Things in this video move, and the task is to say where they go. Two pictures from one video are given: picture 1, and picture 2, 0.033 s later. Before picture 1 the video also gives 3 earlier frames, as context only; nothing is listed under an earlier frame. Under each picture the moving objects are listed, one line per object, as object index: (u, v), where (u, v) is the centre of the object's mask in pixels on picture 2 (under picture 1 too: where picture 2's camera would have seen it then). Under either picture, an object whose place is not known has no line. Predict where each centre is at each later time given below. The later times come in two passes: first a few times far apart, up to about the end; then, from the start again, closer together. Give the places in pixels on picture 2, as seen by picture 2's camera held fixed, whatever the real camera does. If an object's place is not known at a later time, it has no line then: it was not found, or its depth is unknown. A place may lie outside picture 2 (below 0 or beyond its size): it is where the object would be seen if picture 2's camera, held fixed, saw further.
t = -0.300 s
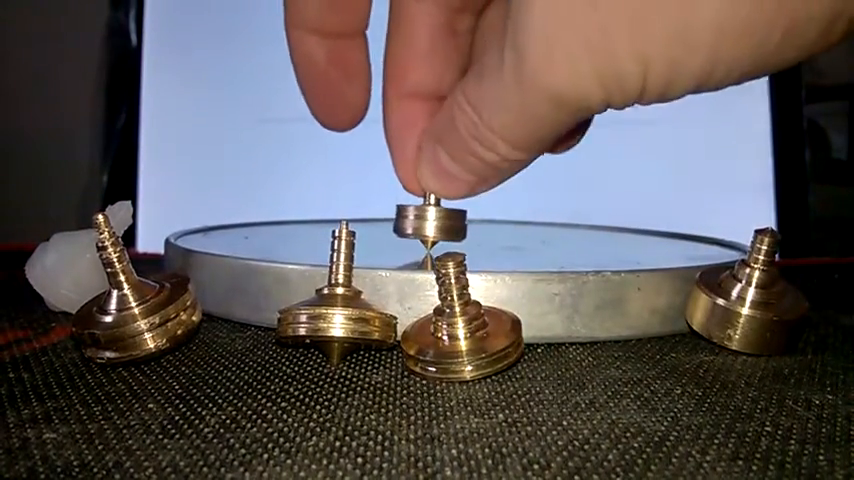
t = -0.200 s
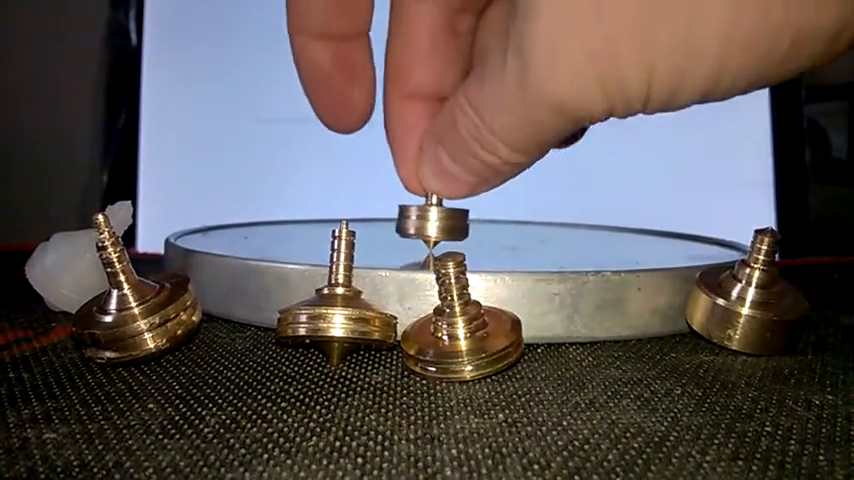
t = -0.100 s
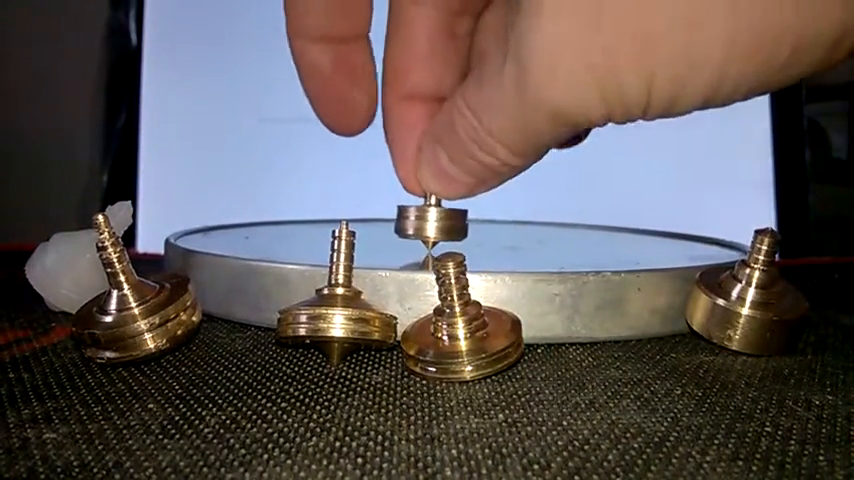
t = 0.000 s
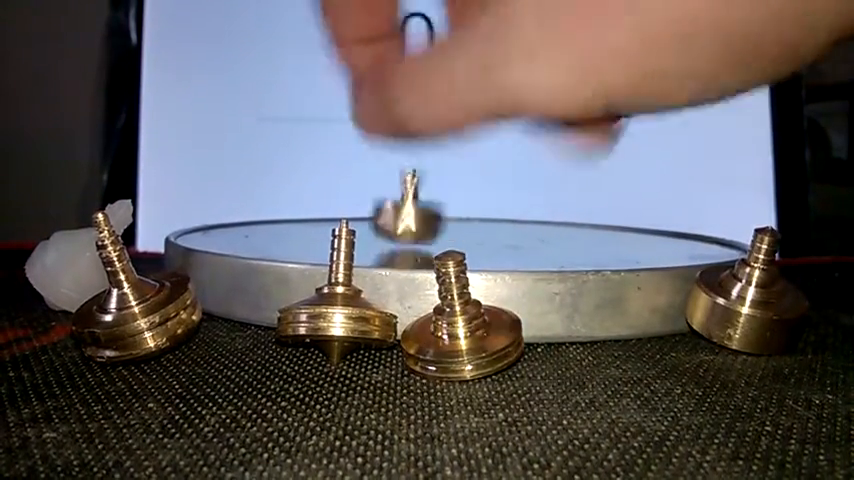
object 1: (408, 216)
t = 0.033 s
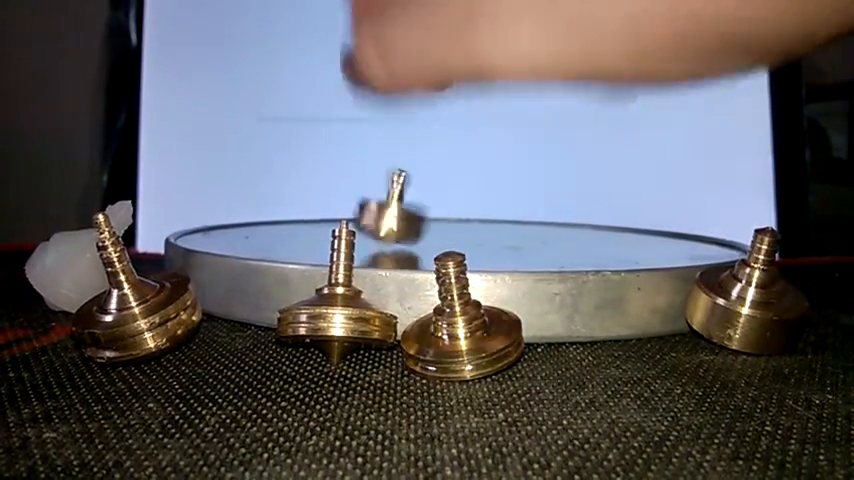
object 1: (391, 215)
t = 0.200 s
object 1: (338, 210)
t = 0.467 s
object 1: (338, 209)
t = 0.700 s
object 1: (339, 210)
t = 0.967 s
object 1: (338, 208)
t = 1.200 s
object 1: (338, 210)
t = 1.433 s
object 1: (337, 209)
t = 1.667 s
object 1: (339, 211)
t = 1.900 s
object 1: (337, 209)
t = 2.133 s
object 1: (339, 210)
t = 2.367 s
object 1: (337, 209)
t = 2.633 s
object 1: (339, 211)
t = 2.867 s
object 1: (338, 209)
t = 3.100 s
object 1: (338, 211)
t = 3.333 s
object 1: (339, 209)
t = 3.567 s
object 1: (338, 211)
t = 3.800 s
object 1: (339, 209)
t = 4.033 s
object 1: (338, 211)
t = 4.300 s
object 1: (341, 209)
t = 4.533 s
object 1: (337, 211)
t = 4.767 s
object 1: (341, 210)
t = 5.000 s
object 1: (338, 211)
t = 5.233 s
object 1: (341, 210)
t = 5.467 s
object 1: (338, 211)
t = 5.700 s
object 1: (341, 210)
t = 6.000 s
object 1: (336, 211)
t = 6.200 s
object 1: (342, 210)
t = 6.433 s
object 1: (337, 211)
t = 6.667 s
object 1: (342, 210)
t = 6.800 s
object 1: (341, 212)
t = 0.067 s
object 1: (378, 212)
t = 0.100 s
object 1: (364, 212)
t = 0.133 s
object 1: (351, 210)
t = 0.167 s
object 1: (342, 210)
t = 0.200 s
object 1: (338, 210)
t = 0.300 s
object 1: (336, 210)
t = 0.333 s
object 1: (336, 210)
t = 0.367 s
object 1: (336, 210)
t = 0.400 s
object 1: (336, 209)
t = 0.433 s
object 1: (336, 209)
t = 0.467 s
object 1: (338, 209)
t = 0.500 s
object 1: (339, 208)
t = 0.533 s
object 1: (340, 209)
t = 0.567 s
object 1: (340, 209)
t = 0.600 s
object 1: (340, 210)
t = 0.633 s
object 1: (340, 210)
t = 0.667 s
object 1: (340, 210)
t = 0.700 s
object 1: (339, 210)
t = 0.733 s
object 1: (338, 210)
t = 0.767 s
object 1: (337, 210)
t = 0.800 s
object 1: (336, 210)
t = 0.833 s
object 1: (335, 210)
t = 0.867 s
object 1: (335, 209)
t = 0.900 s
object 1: (336, 209)
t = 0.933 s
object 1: (336, 208)
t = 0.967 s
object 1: (338, 208)
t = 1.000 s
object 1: (339, 208)
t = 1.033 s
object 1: (339, 209)
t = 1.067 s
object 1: (341, 209)
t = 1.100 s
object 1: (340, 210)
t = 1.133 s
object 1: (339, 210)
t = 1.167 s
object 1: (339, 210)
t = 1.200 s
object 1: (338, 210)
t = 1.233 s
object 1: (337, 210)
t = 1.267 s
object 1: (336, 210)
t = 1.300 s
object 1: (335, 210)
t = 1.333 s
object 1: (335, 210)
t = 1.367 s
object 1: (336, 209)
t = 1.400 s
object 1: (336, 209)
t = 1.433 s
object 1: (337, 209)
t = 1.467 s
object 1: (339, 209)
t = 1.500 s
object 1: (340, 209)
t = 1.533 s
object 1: (340, 209)
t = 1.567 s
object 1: (340, 210)
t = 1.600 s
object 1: (340, 210)
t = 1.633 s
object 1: (340, 210)
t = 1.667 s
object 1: (339, 211)
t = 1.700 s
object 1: (338, 211)
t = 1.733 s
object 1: (336, 211)
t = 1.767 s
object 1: (336, 211)
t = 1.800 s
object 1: (335, 210)
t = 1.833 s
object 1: (335, 209)
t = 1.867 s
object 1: (336, 209)
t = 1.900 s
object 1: (337, 209)
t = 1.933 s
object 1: (339, 209)
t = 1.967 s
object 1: (339, 209)
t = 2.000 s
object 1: (340, 209)
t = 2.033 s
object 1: (341, 210)
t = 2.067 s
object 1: (341, 210)
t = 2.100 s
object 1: (340, 210)
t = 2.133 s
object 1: (339, 210)
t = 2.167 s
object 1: (338, 211)
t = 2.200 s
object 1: (337, 211)
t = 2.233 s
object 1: (336, 210)
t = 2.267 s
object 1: (335, 210)
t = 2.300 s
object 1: (335, 210)
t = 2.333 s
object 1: (336, 209)
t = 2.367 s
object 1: (337, 209)
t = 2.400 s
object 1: (338, 209)
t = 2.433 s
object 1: (339, 209)
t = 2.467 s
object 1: (340, 209)
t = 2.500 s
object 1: (341, 210)
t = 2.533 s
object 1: (341, 210)
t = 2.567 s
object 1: (340, 210)
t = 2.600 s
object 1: (340, 210)
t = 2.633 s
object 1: (339, 211)
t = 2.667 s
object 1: (338, 211)
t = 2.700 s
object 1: (337, 211)
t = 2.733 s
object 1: (336, 210)
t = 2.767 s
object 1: (335, 210)
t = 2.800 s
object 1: (336, 209)
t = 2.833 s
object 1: (337, 209)
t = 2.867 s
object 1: (338, 209)
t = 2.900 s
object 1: (339, 209)
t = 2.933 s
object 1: (340, 209)
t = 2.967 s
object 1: (341, 209)
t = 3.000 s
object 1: (341, 210)
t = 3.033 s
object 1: (340, 211)
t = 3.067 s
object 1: (339, 211)
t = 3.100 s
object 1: (338, 211)
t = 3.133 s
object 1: (337, 211)
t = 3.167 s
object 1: (336, 211)
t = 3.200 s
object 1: (336, 210)
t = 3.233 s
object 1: (336, 210)
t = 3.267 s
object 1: (337, 210)
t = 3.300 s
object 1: (338, 209)
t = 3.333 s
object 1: (339, 209)
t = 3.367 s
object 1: (341, 209)
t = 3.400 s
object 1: (341, 210)
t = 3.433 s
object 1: (341, 210)
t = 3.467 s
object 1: (341, 210)
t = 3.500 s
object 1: (340, 210)
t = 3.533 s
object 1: (339, 211)
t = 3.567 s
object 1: (338, 211)
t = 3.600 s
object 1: (337, 211)
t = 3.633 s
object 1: (336, 211)
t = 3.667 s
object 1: (336, 210)
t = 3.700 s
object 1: (336, 209)
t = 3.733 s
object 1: (337, 210)
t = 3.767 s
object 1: (338, 209)
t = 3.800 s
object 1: (339, 209)
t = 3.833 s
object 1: (340, 209)
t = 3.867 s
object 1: (341, 210)
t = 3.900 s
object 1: (342, 210)
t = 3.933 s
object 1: (341, 211)
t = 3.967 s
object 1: (341, 211)
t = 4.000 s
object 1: (340, 211)
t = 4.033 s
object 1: (338, 211)
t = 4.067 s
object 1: (337, 211)
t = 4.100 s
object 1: (336, 211)
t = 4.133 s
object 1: (336, 211)
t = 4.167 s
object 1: (336, 210)
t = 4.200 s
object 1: (337, 209)
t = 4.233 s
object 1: (338, 209)
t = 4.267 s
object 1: (339, 209)
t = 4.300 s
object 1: (341, 209)
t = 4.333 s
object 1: (342, 210)
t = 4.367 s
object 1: (342, 210)
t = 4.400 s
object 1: (342, 211)
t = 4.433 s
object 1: (341, 211)
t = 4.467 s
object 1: (340, 211)
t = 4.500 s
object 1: (339, 211)
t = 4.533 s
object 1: (337, 211)
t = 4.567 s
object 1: (336, 211)
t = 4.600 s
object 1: (336, 211)
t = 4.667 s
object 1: (337, 210)
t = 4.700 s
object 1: (338, 210)
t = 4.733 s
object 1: (339, 210)
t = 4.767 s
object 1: (341, 210)
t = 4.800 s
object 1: (342, 210)
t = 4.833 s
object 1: (342, 210)
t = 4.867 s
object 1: (342, 211)
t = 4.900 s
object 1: (341, 211)
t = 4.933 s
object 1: (340, 211)
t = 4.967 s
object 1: (339, 211)
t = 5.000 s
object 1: (338, 211)
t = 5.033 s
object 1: (337, 211)
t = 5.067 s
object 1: (336, 211)
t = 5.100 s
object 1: (336, 210)
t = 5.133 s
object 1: (337, 210)
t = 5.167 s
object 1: (338, 210)
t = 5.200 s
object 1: (339, 209)
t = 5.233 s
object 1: (341, 210)
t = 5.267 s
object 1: (342, 210)
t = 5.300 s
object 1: (342, 210)
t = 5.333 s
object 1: (342, 210)
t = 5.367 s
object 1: (342, 211)
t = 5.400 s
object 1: (341, 211)
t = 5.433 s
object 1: (340, 211)
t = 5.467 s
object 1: (338, 211)
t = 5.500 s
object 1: (337, 211)
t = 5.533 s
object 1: (336, 211)
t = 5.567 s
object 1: (336, 211)
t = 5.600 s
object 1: (337, 210)
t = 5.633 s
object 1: (338, 210)
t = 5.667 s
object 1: (340, 210)
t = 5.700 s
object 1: (341, 210)
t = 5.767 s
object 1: (343, 210)
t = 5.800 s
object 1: (342, 211)
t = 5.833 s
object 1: (342, 211)
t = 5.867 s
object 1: (341, 211)
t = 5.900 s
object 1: (339, 211)
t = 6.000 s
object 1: (336, 211)
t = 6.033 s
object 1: (336, 210)
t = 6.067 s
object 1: (336, 210)
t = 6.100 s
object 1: (338, 210)
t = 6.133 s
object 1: (339, 210)
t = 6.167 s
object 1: (341, 210)
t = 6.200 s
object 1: (342, 210)
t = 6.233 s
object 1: (342, 210)
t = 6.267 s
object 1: (342, 211)
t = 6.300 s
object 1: (342, 211)
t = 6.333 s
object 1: (341, 211)
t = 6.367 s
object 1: (339, 212)
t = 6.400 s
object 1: (338, 212)
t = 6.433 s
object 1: (337, 211)
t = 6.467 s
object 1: (335, 211)
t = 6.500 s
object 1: (336, 211)
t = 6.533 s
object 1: (337, 210)
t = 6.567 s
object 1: (338, 210)
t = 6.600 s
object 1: (339, 210)
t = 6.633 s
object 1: (341, 210)
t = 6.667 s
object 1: (342, 210)
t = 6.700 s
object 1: (343, 211)
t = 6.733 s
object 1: (343, 211)
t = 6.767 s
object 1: (342, 212)
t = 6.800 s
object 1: (341, 212)
